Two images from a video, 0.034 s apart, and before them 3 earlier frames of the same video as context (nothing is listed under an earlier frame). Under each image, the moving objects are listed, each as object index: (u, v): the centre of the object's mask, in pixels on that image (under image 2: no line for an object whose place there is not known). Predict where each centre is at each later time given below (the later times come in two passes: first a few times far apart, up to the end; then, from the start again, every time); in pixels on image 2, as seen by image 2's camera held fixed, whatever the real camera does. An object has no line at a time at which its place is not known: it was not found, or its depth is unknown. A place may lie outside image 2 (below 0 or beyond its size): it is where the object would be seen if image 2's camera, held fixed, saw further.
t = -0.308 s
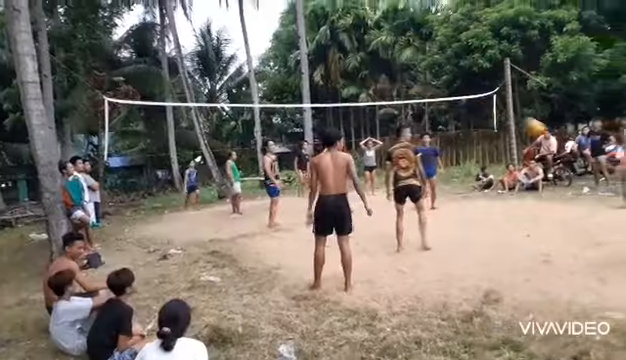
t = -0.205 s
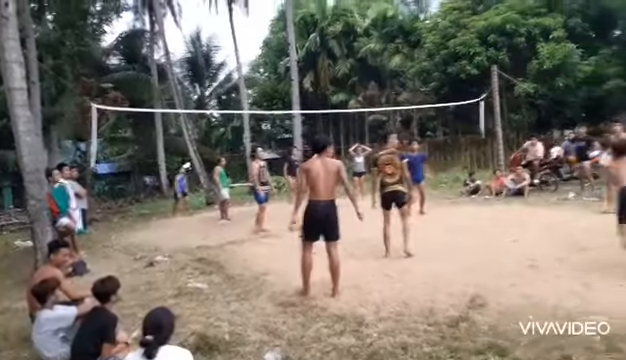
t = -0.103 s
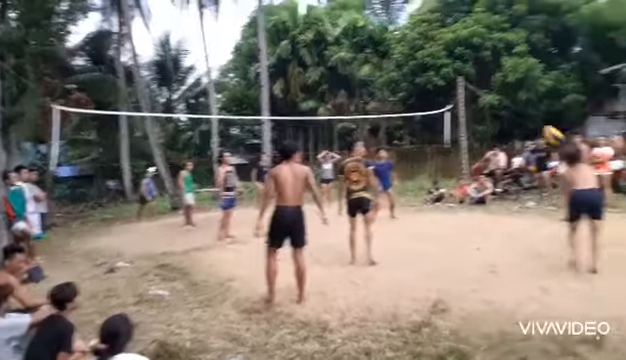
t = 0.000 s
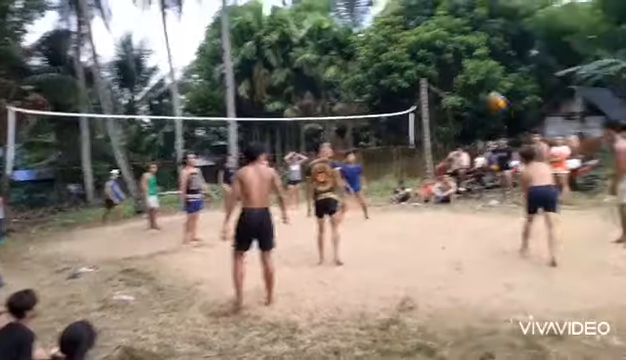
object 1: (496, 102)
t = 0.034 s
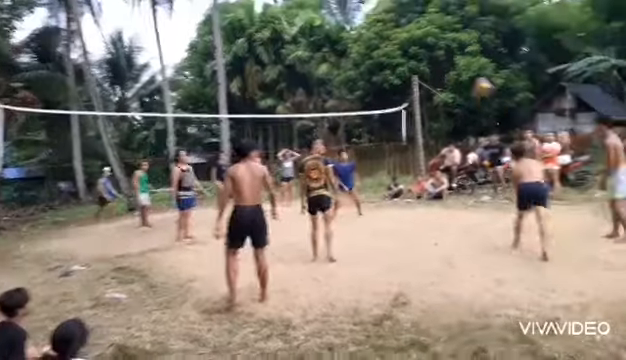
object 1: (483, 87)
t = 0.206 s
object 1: (460, 52)
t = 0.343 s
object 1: (441, 36)
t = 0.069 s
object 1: (478, 78)
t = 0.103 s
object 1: (474, 72)
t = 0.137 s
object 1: (470, 64)
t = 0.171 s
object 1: (467, 61)
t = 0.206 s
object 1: (460, 52)
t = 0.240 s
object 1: (457, 48)
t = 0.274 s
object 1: (450, 43)
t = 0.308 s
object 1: (447, 41)
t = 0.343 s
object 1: (441, 36)
